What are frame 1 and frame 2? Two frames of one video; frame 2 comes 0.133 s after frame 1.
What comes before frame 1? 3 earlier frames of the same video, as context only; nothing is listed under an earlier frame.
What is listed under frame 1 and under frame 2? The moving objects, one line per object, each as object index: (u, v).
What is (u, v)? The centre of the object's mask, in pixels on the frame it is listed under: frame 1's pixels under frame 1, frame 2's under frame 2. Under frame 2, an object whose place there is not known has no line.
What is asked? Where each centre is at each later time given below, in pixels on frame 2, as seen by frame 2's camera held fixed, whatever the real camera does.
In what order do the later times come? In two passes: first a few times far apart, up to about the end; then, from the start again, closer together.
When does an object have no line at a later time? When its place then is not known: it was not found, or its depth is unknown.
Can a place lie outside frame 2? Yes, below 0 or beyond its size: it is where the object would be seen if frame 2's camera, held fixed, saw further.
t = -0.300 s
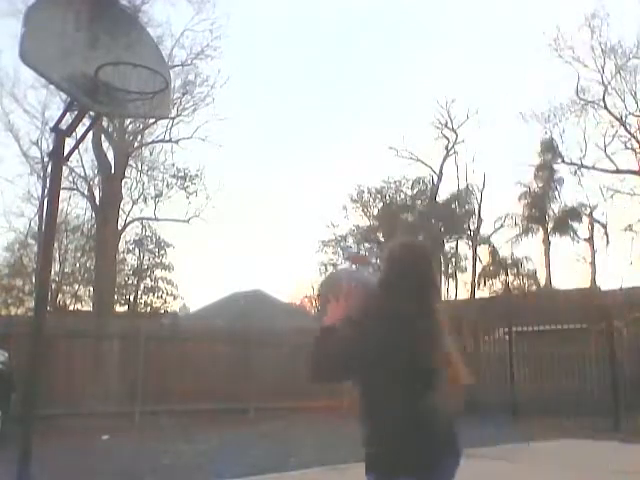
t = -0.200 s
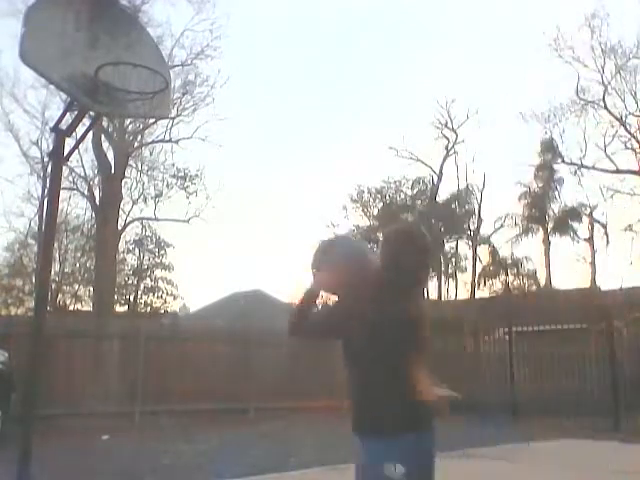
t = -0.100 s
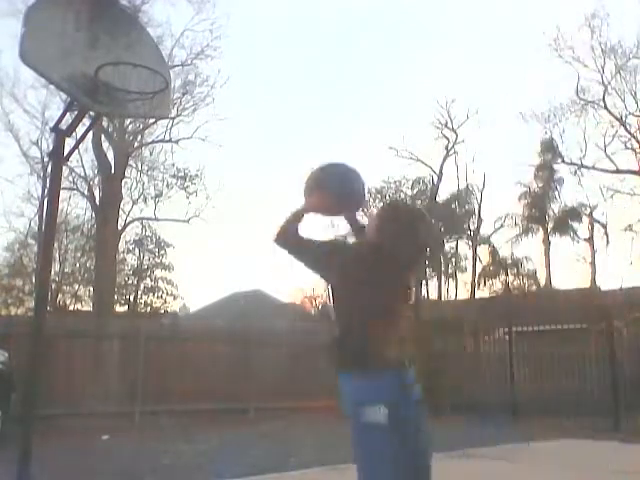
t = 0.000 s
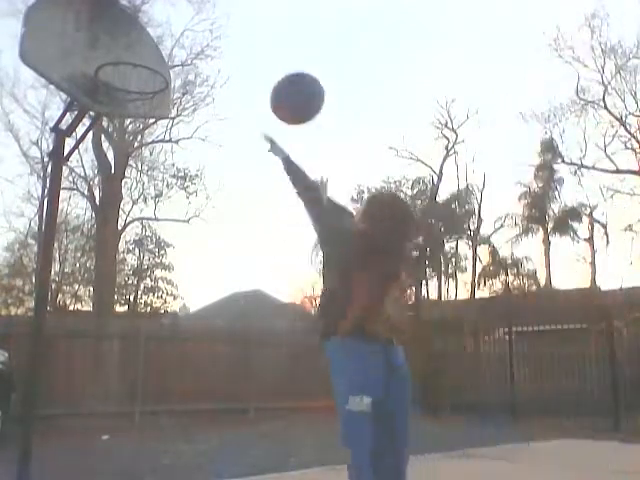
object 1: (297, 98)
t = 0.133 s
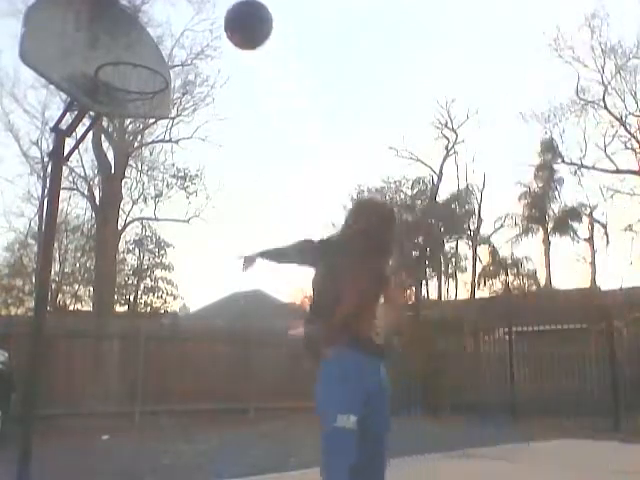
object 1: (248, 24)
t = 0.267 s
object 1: (209, 7)
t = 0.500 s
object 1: (153, 15)
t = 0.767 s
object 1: (127, 49)
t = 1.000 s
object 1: (163, 16)
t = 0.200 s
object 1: (227, 12)
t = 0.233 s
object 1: (218, 9)
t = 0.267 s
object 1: (209, 7)
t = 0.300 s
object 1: (200, 6)
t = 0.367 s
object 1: (184, 6)
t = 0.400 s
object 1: (176, 7)
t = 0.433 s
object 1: (168, 8)
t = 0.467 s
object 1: (161, 11)
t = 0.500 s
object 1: (153, 15)
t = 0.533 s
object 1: (146, 21)
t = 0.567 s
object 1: (142, 30)
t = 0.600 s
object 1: (135, 42)
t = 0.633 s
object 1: (126, 53)
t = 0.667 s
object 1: (120, 68)
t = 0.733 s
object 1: (124, 59)
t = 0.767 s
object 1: (127, 49)
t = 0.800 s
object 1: (136, 39)
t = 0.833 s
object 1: (142, 32)
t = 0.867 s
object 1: (144, 25)
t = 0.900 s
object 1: (149, 20)
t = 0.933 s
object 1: (153, 17)
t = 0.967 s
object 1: (159, 16)
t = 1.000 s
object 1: (163, 16)
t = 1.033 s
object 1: (168, 17)
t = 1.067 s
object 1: (173, 20)
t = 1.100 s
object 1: (178, 25)
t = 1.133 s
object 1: (182, 30)
